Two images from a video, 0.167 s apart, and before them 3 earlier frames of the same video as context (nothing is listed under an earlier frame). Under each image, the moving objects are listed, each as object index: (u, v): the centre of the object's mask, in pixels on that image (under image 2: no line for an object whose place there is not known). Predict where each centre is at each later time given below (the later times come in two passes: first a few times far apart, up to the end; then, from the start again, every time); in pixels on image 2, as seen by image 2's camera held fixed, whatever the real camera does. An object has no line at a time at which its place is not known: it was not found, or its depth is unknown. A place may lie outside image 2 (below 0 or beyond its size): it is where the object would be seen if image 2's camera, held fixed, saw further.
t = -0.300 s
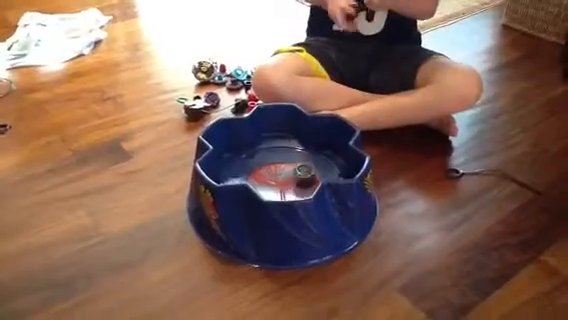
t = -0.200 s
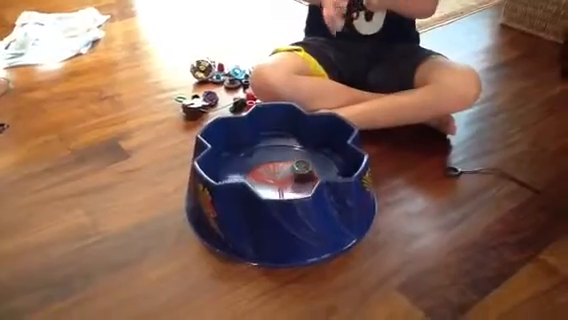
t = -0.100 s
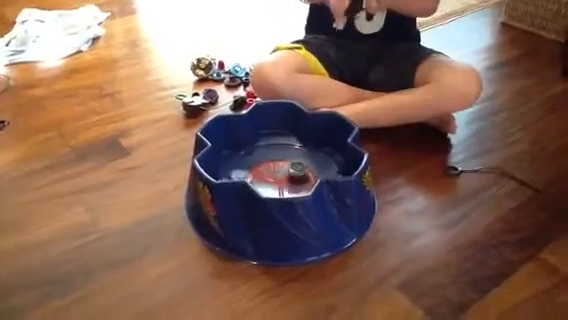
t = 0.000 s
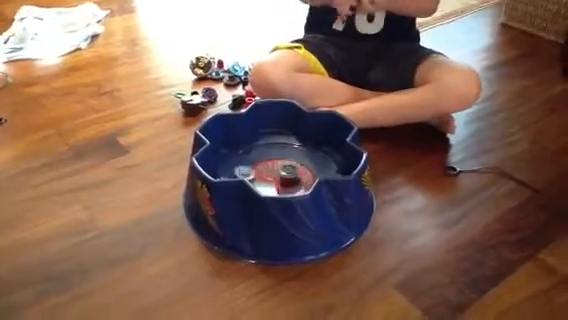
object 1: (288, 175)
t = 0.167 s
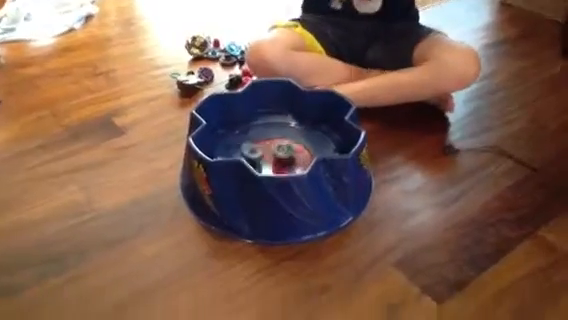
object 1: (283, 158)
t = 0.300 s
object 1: (285, 159)
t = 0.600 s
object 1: (311, 147)
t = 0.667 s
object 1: (312, 146)
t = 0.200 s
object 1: (284, 158)
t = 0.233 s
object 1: (284, 158)
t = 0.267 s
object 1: (285, 158)
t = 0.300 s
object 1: (285, 159)
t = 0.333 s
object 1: (286, 156)
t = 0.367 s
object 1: (296, 154)
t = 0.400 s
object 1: (302, 154)
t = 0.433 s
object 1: (306, 153)
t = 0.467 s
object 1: (309, 150)
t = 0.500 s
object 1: (309, 150)
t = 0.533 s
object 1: (311, 148)
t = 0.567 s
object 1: (311, 148)
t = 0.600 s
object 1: (311, 147)
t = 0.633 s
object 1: (311, 147)
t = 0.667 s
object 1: (312, 146)
